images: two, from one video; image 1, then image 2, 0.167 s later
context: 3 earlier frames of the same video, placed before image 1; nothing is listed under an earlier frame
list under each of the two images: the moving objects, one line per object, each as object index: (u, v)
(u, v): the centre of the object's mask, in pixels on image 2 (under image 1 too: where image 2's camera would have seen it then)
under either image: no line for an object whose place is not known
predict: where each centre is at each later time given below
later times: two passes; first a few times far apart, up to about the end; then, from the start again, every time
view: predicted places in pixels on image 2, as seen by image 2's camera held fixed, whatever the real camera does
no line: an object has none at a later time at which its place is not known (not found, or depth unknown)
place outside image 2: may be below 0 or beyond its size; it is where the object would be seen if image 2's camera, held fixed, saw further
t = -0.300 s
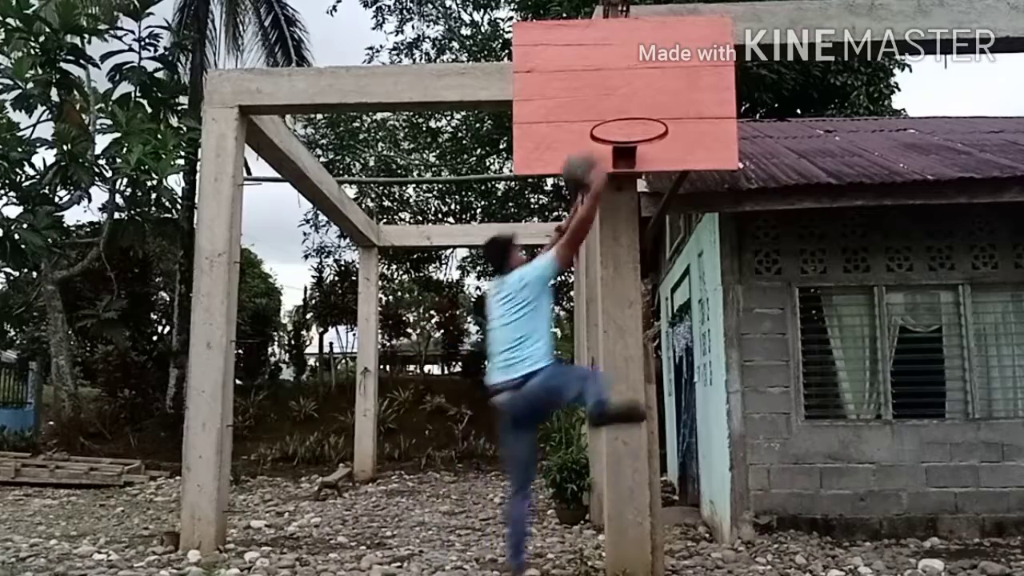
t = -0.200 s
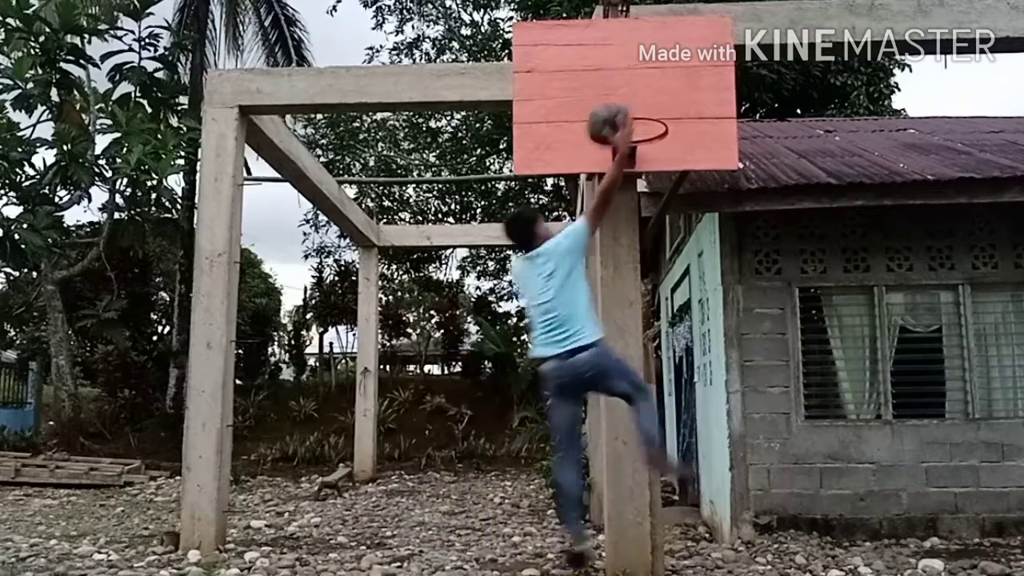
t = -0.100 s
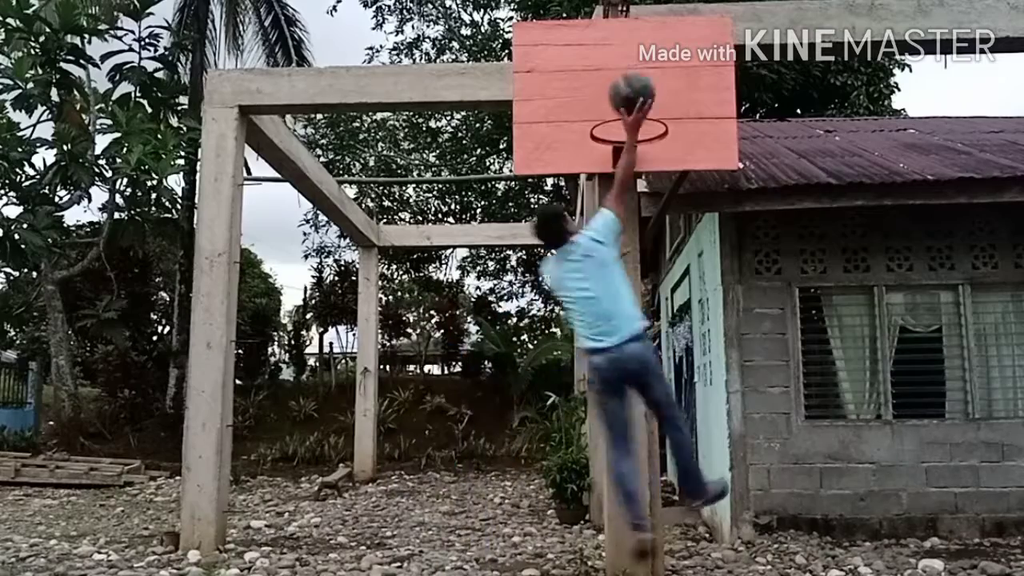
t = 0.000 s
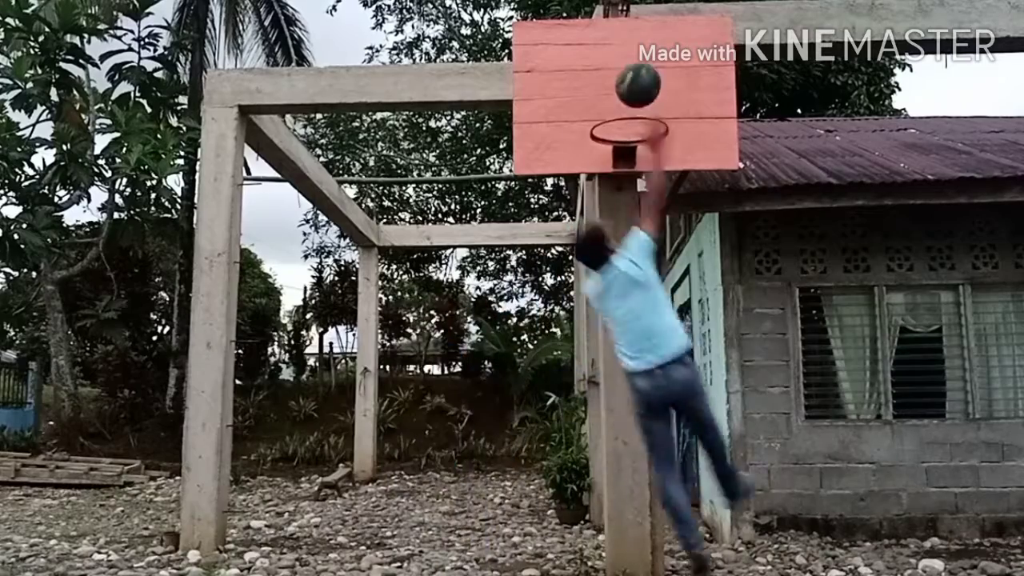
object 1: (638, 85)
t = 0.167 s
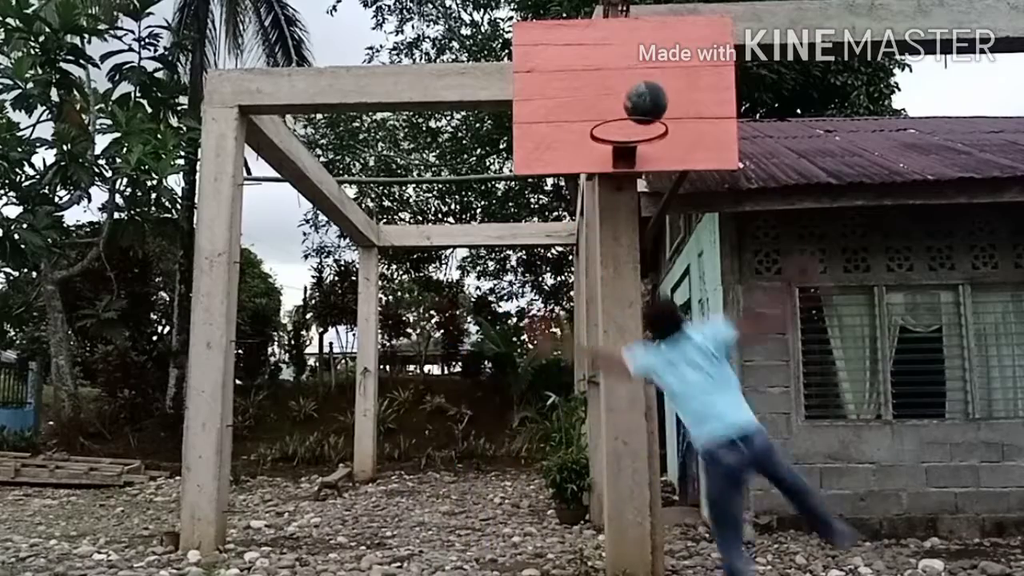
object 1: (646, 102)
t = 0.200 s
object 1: (647, 105)
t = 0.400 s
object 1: (645, 121)
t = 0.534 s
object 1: (626, 126)
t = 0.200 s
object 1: (647, 105)
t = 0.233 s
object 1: (649, 108)
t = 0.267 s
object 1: (650, 111)
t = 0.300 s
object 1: (650, 113)
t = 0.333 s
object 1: (650, 116)
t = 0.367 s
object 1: (648, 118)
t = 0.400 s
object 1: (645, 121)
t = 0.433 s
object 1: (641, 122)
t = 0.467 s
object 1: (637, 124)
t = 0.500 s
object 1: (632, 125)
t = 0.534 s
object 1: (626, 126)
